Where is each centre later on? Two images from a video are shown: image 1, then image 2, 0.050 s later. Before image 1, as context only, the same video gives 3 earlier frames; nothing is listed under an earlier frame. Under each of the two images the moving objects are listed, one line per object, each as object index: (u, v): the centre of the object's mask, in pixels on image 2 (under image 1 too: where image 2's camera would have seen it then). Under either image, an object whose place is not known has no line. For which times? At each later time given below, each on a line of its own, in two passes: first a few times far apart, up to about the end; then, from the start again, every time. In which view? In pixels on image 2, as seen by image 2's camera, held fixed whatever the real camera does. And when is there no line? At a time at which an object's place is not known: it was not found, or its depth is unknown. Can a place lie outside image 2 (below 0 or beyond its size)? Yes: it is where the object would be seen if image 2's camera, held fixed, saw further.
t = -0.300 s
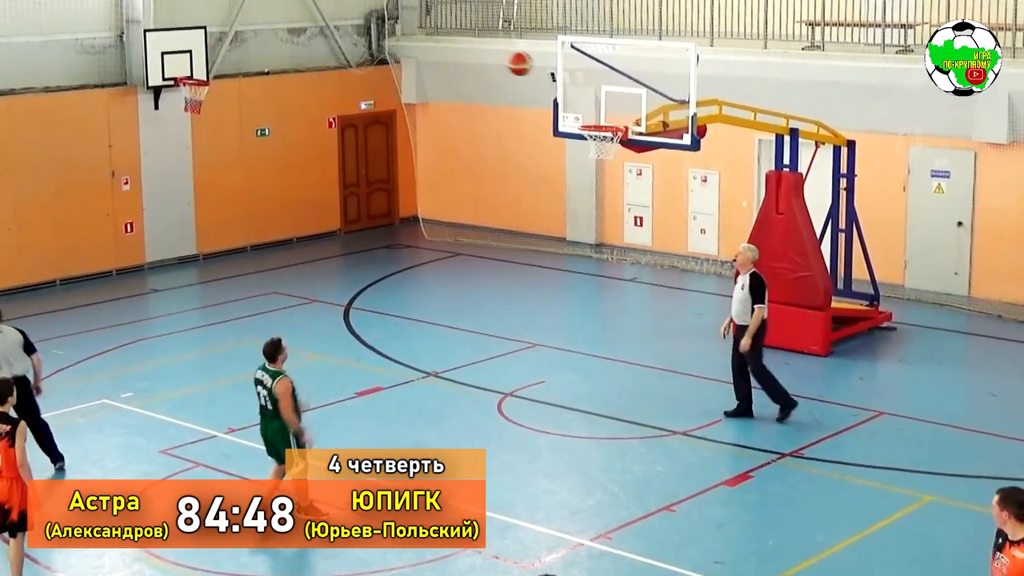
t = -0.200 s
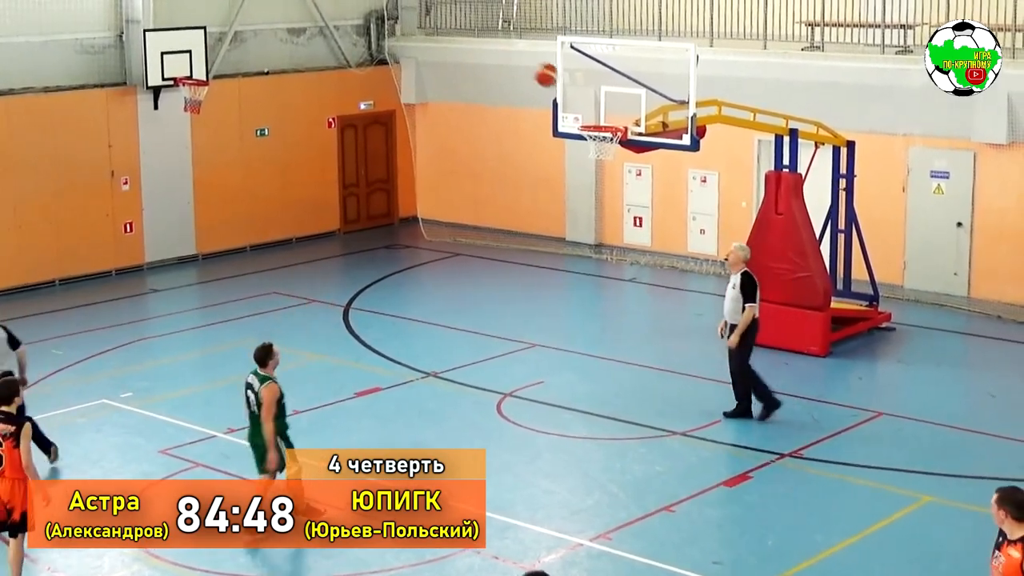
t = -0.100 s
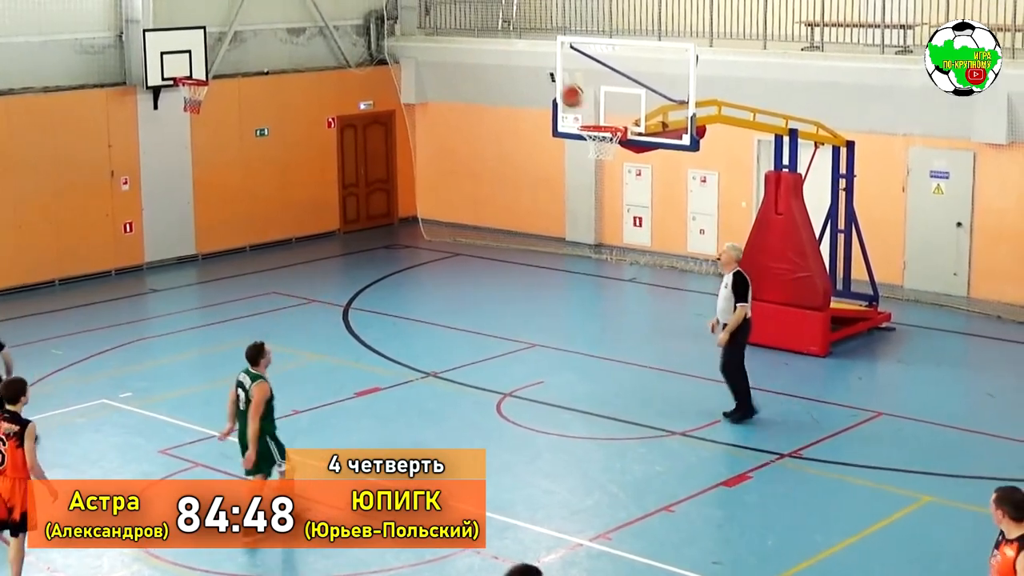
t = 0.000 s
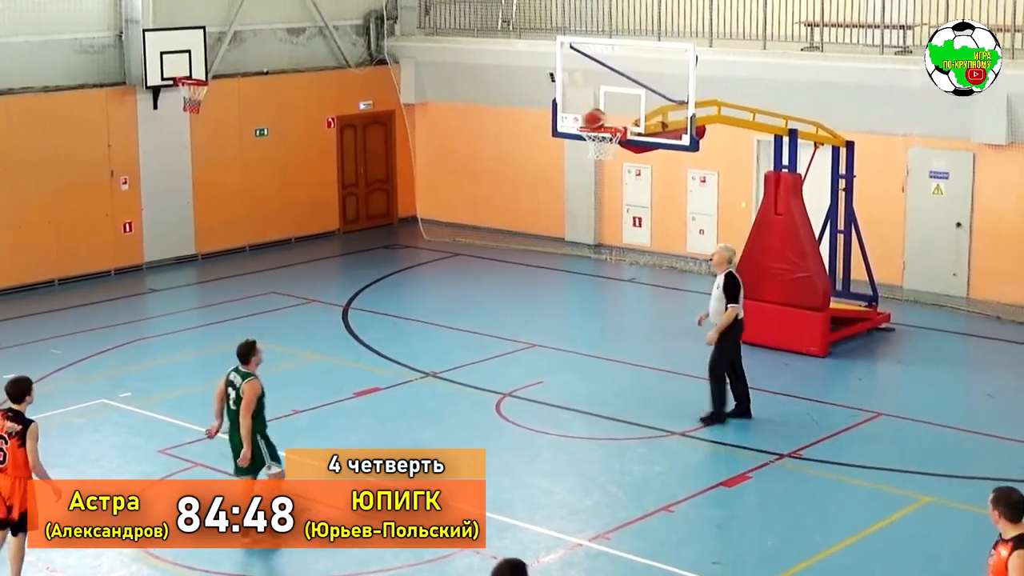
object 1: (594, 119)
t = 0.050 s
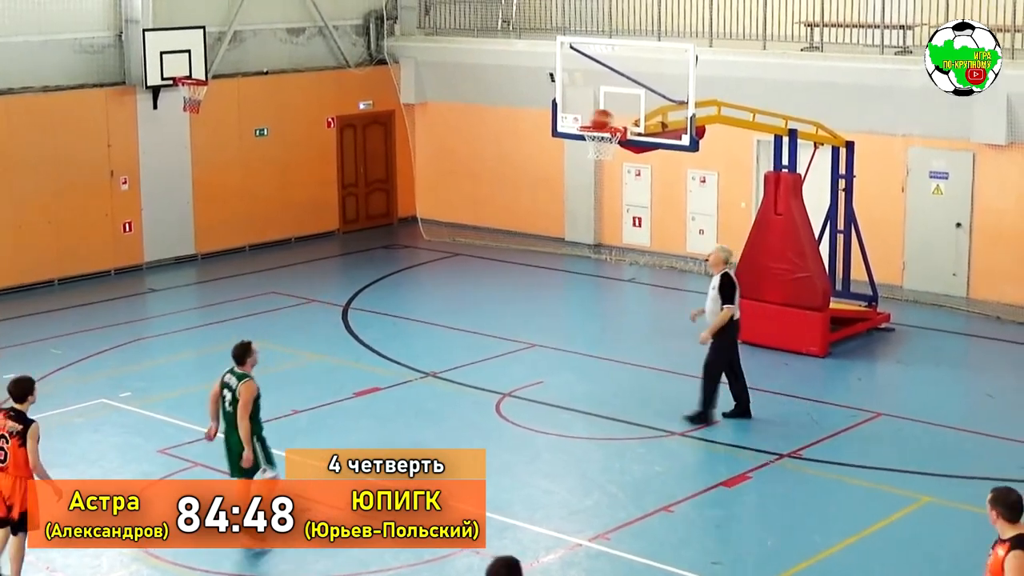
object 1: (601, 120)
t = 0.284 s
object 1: (583, 102)
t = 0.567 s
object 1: (540, 129)
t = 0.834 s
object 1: (499, 225)
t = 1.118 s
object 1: (459, 396)
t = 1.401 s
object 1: (438, 300)
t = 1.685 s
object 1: (420, 231)
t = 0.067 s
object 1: (603, 119)
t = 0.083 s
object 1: (606, 120)
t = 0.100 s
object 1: (609, 120)
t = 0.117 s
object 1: (607, 119)
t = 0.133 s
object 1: (605, 117)
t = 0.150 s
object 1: (604, 115)
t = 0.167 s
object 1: (601, 113)
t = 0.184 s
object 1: (598, 111)
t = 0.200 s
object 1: (595, 108)
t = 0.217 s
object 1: (592, 107)
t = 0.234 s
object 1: (590, 105)
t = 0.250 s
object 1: (588, 104)
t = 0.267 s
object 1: (586, 103)
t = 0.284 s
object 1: (583, 102)
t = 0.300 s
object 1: (580, 101)
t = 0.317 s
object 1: (578, 101)
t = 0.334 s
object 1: (576, 101)
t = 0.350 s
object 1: (573, 101)
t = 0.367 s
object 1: (571, 103)
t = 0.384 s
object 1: (568, 104)
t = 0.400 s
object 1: (565, 105)
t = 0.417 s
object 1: (562, 106)
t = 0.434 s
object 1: (560, 107)
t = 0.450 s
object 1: (558, 109)
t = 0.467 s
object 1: (555, 111)
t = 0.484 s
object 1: (552, 113)
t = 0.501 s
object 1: (549, 117)
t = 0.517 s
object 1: (547, 120)
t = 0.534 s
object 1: (545, 123)
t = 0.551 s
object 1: (543, 126)
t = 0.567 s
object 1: (540, 129)
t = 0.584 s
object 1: (538, 133)
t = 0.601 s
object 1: (535, 138)
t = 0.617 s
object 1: (533, 143)
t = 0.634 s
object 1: (530, 147)
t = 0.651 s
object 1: (528, 152)
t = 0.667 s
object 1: (526, 156)
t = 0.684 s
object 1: (523, 163)
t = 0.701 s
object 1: (520, 168)
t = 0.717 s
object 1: (517, 175)
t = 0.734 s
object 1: (515, 181)
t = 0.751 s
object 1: (512, 187)
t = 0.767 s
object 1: (510, 194)
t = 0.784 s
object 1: (507, 202)
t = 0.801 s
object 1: (505, 209)
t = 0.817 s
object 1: (502, 218)
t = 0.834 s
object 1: (499, 225)
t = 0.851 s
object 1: (496, 233)
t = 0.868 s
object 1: (494, 240)
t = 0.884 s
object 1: (492, 247)
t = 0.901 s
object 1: (490, 258)
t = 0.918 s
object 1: (488, 269)
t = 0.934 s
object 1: (485, 275)
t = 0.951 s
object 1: (483, 286)
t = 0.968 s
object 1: (481, 294)
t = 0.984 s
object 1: (478, 304)
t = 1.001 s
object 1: (475, 317)
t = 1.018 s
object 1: (473, 326)
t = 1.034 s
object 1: (471, 337)
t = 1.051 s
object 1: (469, 348)
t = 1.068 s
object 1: (466, 357)
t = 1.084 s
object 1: (464, 370)
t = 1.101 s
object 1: (461, 384)
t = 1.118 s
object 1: (459, 396)
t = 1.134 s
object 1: (457, 406)
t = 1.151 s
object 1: (455, 413)
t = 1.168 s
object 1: (453, 411)
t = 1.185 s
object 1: (452, 402)
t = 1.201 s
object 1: (451, 392)
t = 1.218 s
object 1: (450, 383)
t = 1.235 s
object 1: (449, 376)
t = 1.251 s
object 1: (448, 365)
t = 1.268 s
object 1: (447, 358)
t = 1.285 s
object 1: (446, 350)
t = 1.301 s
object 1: (445, 341)
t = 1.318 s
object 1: (444, 334)
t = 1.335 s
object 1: (442, 327)
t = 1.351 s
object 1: (441, 320)
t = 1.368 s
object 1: (440, 314)
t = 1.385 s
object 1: (439, 307)
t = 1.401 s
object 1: (438, 300)
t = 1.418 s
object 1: (437, 293)
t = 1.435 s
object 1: (435, 288)
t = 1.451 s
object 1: (434, 282)
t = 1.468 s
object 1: (433, 278)
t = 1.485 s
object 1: (433, 273)
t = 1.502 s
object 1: (431, 267)
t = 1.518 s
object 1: (431, 262)
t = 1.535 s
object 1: (430, 258)
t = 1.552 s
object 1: (428, 254)
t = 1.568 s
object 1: (427, 250)
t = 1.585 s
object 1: (426, 247)
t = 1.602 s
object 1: (425, 243)
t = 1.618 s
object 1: (423, 240)
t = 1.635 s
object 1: (423, 237)
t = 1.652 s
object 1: (422, 235)
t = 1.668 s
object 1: (421, 233)
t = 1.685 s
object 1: (420, 231)
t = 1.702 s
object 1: (418, 229)
